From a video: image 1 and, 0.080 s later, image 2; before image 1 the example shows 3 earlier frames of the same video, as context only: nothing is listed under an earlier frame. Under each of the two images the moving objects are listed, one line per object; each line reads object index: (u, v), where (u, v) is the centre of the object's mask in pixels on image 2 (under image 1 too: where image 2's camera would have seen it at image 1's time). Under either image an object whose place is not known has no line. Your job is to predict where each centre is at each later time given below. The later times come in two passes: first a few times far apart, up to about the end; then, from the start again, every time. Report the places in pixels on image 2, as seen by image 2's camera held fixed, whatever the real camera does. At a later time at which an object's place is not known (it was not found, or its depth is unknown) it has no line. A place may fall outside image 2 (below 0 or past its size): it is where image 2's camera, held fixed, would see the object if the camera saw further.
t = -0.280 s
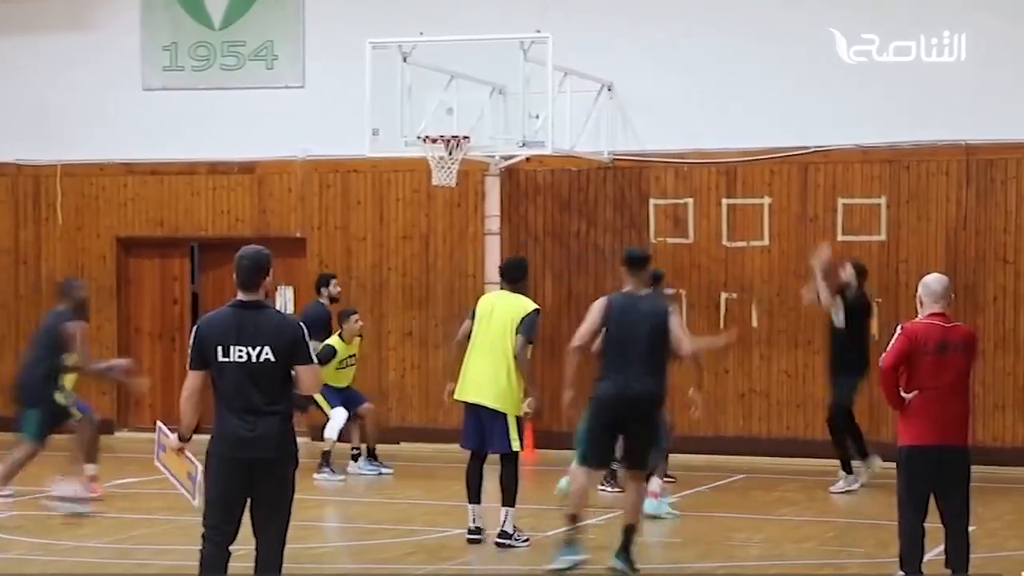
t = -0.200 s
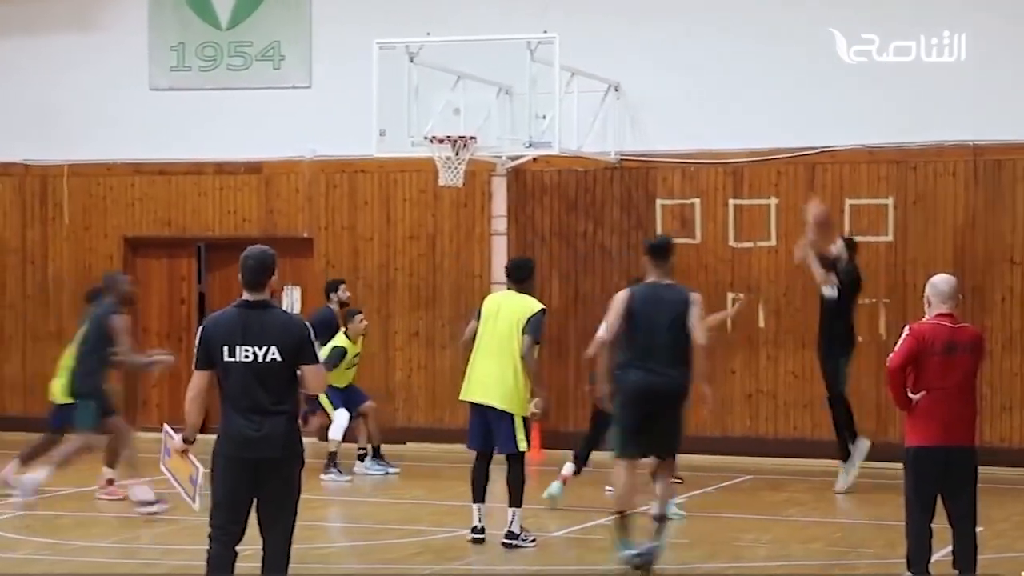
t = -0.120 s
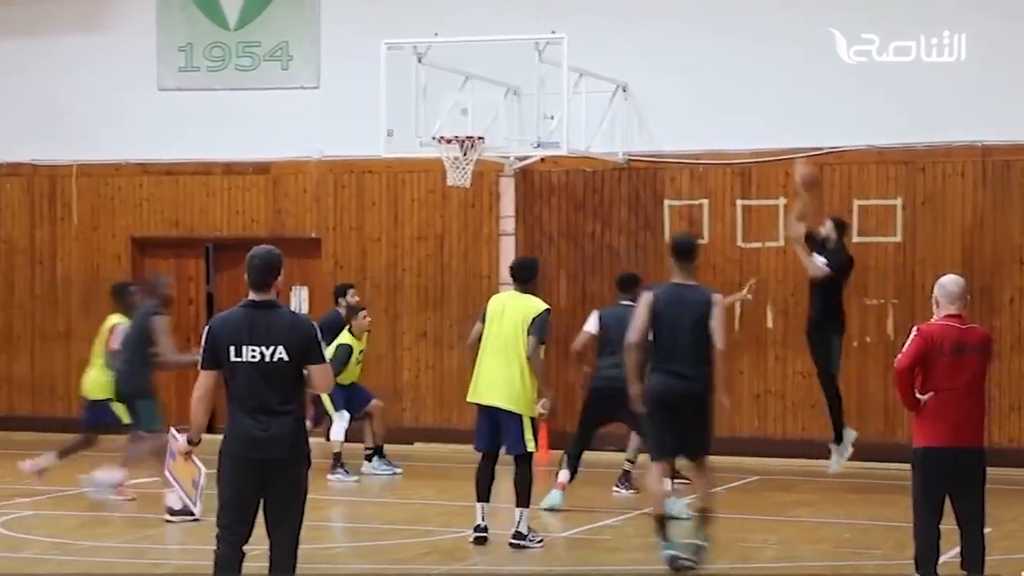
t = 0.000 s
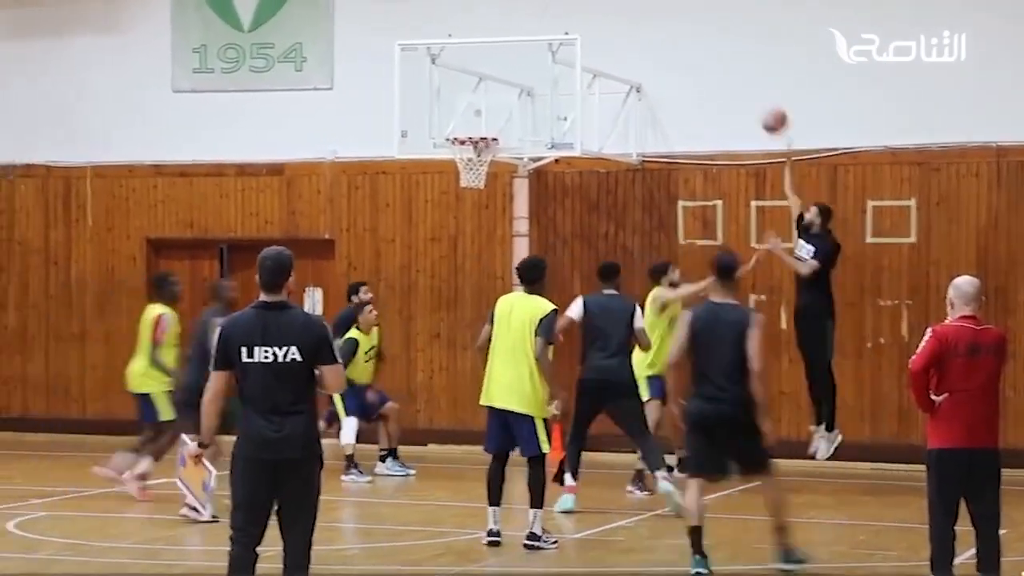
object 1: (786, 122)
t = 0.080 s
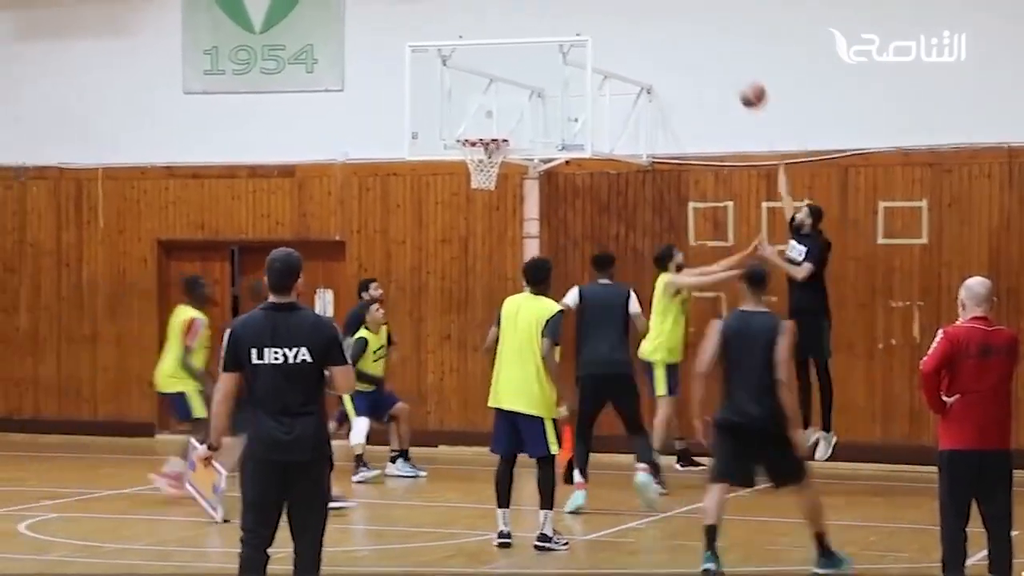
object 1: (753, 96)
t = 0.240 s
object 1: (688, 65)
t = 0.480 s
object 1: (595, 72)
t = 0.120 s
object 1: (736, 85)
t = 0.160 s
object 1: (720, 77)
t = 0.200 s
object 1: (704, 71)
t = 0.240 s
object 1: (688, 65)
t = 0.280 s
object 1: (672, 61)
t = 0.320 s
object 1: (657, 59)
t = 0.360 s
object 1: (640, 60)
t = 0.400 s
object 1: (625, 62)
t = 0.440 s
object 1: (609, 66)
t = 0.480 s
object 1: (595, 72)
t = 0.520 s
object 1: (578, 79)
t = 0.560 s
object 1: (563, 88)
